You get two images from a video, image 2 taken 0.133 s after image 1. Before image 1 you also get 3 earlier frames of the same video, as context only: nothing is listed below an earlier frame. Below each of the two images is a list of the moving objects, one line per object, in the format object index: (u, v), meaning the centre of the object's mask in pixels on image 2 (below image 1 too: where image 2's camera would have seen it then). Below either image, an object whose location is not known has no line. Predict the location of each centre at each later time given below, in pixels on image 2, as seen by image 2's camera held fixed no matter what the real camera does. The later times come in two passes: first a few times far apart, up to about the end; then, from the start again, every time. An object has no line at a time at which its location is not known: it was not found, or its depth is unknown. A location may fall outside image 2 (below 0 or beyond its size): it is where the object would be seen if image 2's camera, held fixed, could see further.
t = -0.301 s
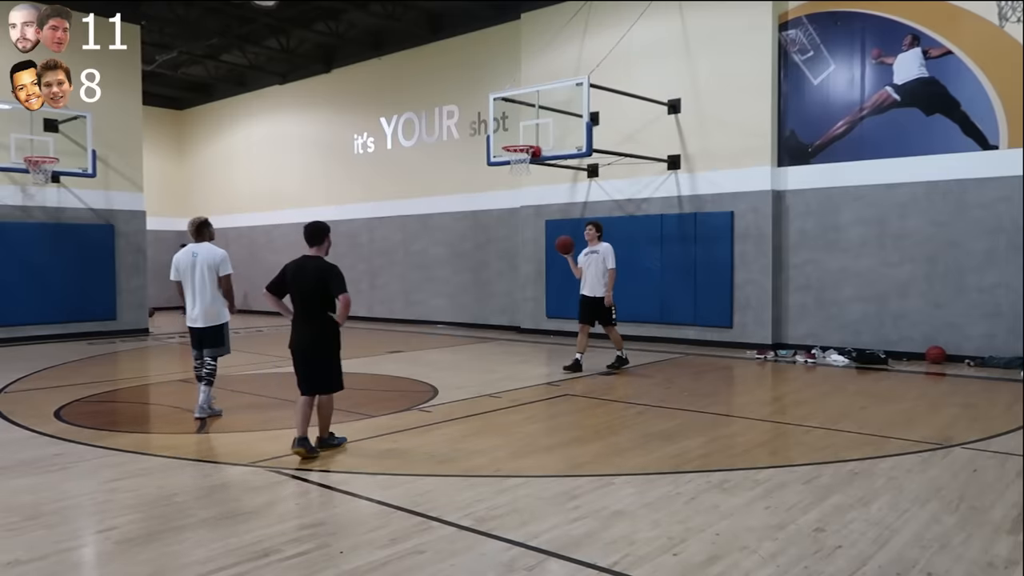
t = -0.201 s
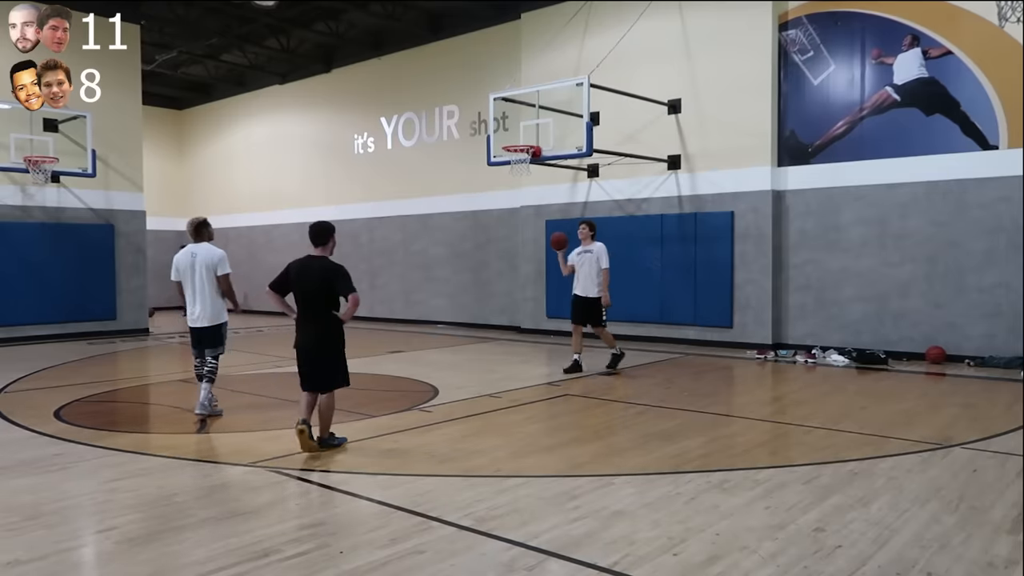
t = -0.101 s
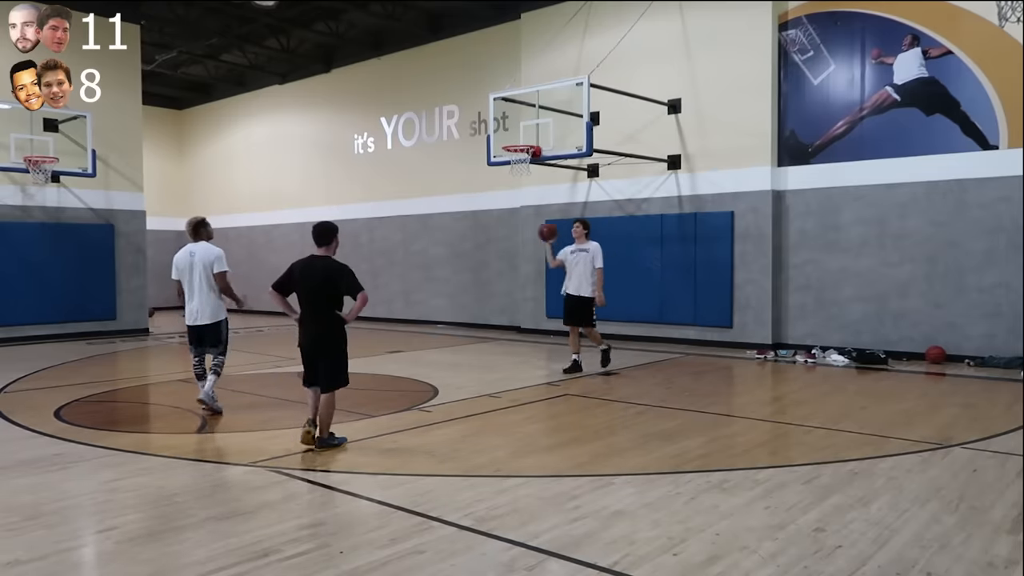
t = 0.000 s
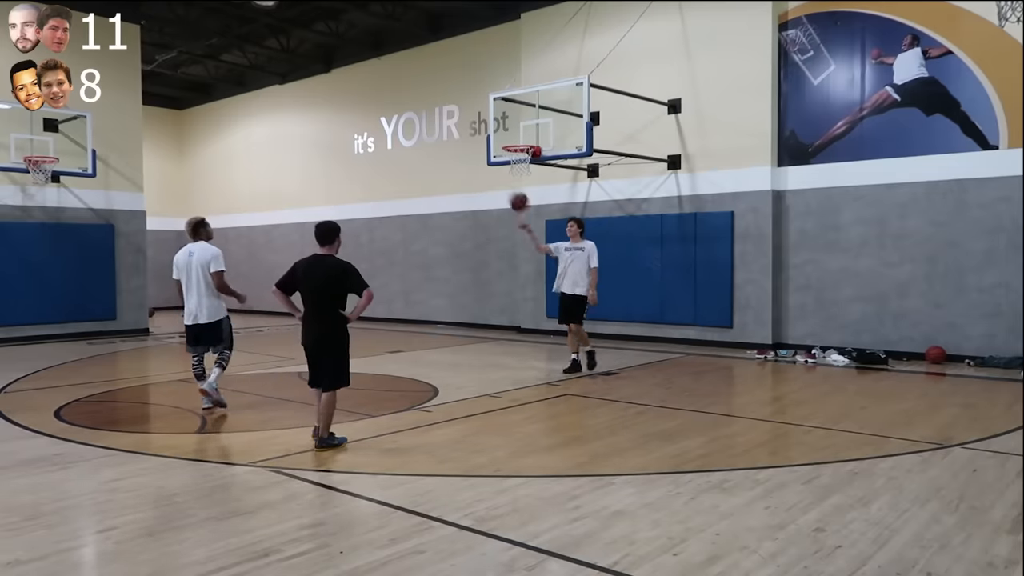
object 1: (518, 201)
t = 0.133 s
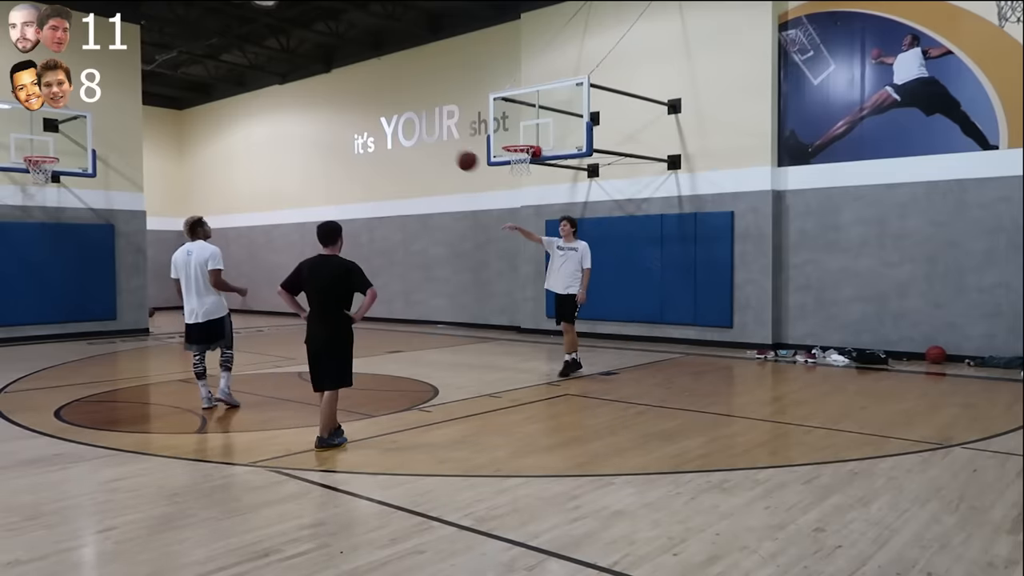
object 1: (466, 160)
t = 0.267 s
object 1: (410, 132)
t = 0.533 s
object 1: (272, 116)
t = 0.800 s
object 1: (96, 182)
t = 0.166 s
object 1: (453, 152)
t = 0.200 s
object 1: (439, 145)
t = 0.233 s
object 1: (425, 138)
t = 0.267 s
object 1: (410, 132)
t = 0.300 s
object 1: (394, 126)
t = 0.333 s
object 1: (378, 121)
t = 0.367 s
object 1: (362, 118)
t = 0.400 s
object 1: (345, 116)
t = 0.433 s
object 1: (327, 114)
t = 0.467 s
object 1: (310, 114)
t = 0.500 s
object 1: (291, 114)
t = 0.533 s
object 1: (272, 116)
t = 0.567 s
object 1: (253, 119)
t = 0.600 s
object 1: (232, 123)
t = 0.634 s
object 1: (211, 129)
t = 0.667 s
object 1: (190, 137)
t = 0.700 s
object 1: (168, 145)
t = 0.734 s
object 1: (144, 156)
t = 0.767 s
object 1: (120, 168)
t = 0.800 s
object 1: (96, 182)
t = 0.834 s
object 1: (69, 199)
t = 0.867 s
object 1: (42, 218)
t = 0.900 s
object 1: (16, 238)
